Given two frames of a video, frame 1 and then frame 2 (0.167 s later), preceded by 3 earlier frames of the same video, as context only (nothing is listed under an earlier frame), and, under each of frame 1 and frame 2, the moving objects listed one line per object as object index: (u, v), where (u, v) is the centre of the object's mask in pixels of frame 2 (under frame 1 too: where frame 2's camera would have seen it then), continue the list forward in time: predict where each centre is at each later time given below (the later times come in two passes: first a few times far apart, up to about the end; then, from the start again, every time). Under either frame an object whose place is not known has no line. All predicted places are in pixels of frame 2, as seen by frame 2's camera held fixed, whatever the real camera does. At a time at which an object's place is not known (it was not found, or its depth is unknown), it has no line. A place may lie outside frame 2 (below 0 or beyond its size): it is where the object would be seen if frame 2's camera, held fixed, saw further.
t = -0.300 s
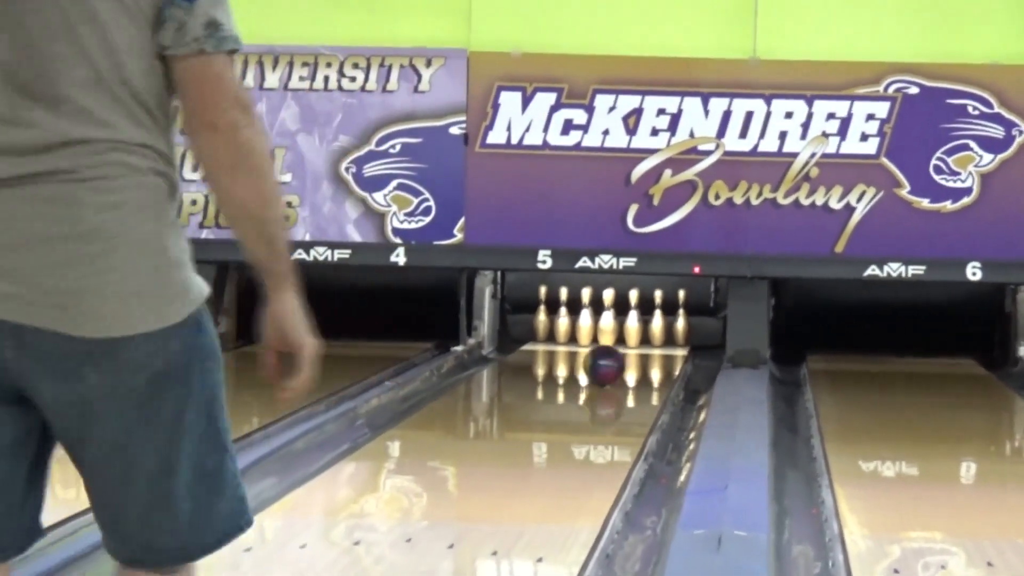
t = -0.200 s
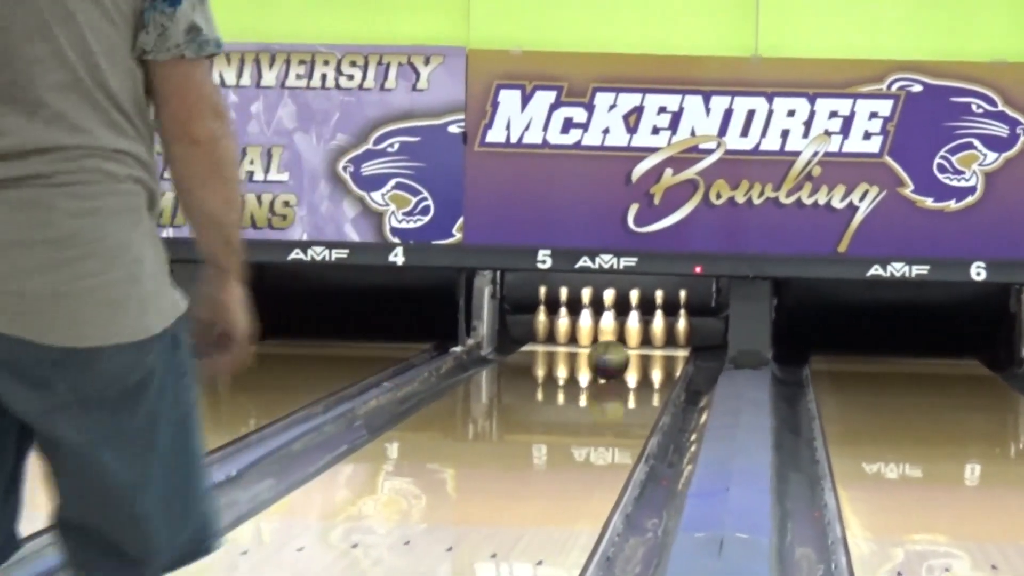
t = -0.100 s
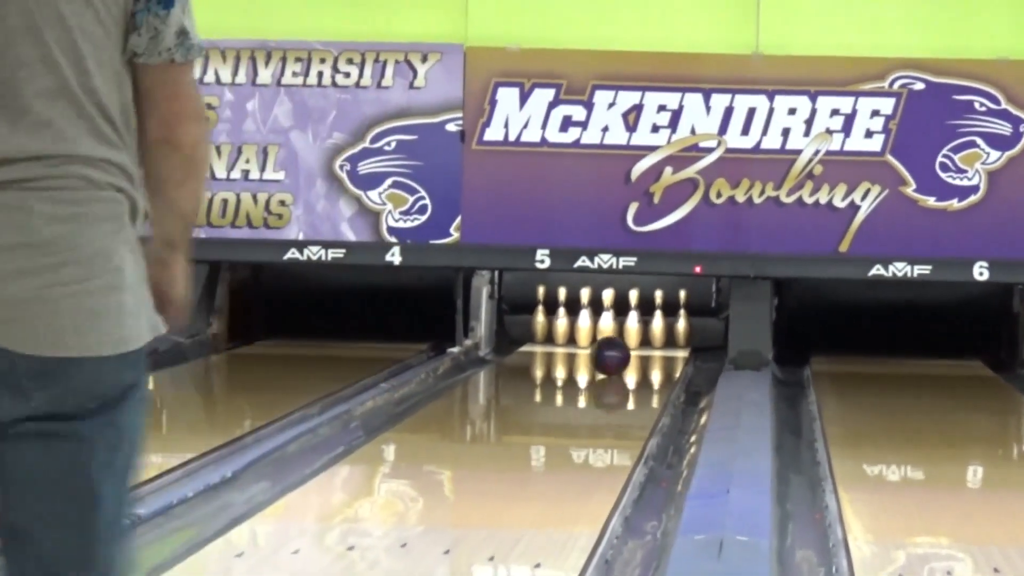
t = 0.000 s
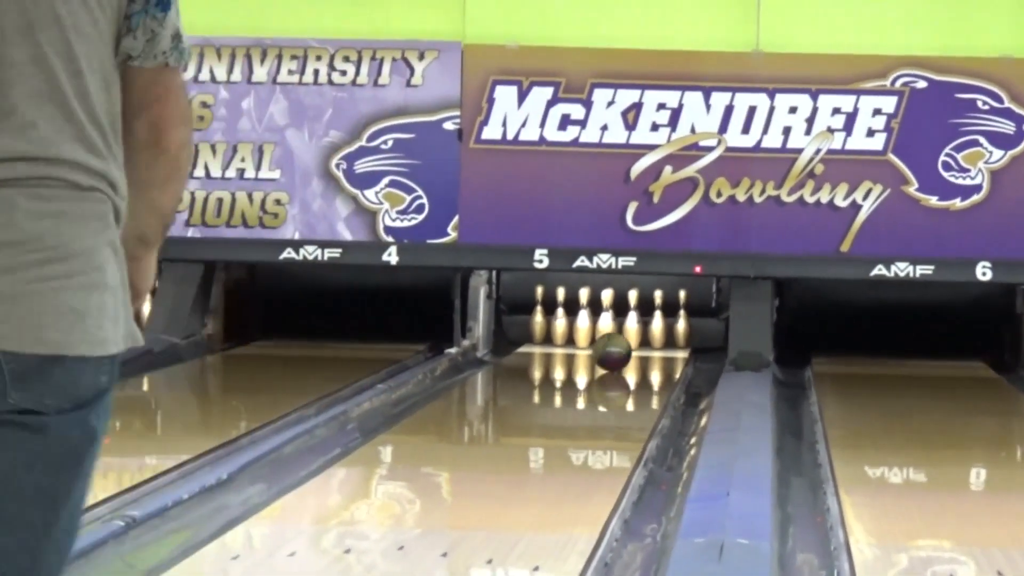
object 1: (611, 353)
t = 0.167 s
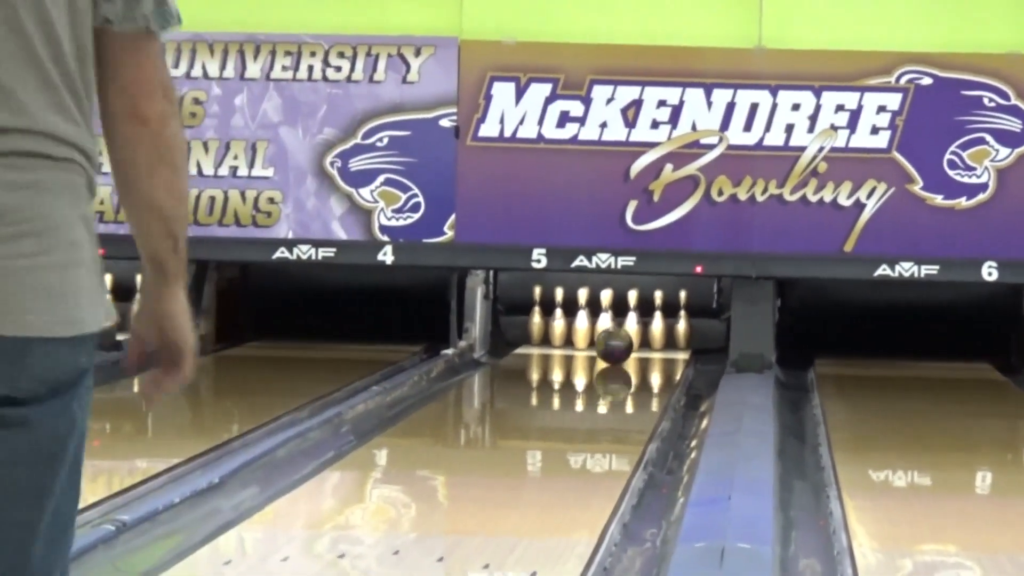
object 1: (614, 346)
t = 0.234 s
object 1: (615, 343)
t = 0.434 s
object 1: (622, 334)
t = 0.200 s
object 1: (615, 345)
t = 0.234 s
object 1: (615, 343)
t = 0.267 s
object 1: (615, 342)
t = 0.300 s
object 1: (615, 340)
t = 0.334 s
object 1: (615, 339)
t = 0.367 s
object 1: (616, 337)
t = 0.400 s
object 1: (618, 336)
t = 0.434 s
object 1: (622, 334)
